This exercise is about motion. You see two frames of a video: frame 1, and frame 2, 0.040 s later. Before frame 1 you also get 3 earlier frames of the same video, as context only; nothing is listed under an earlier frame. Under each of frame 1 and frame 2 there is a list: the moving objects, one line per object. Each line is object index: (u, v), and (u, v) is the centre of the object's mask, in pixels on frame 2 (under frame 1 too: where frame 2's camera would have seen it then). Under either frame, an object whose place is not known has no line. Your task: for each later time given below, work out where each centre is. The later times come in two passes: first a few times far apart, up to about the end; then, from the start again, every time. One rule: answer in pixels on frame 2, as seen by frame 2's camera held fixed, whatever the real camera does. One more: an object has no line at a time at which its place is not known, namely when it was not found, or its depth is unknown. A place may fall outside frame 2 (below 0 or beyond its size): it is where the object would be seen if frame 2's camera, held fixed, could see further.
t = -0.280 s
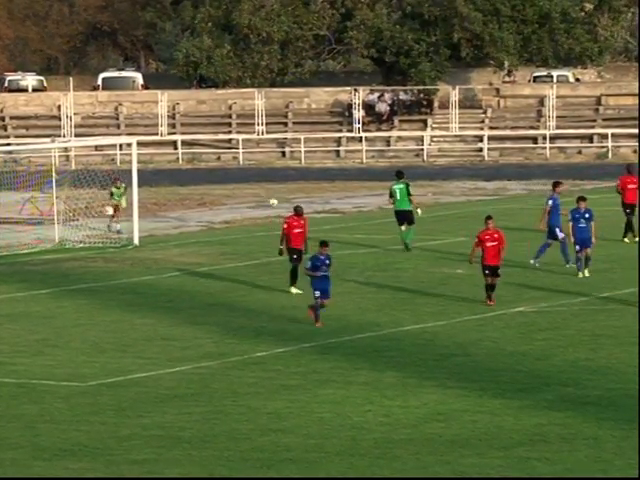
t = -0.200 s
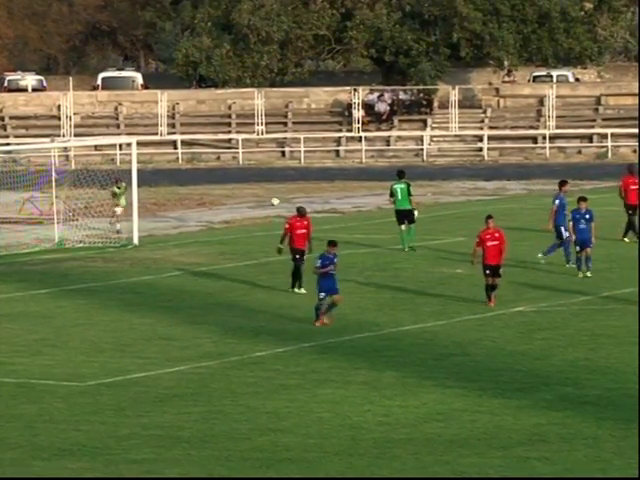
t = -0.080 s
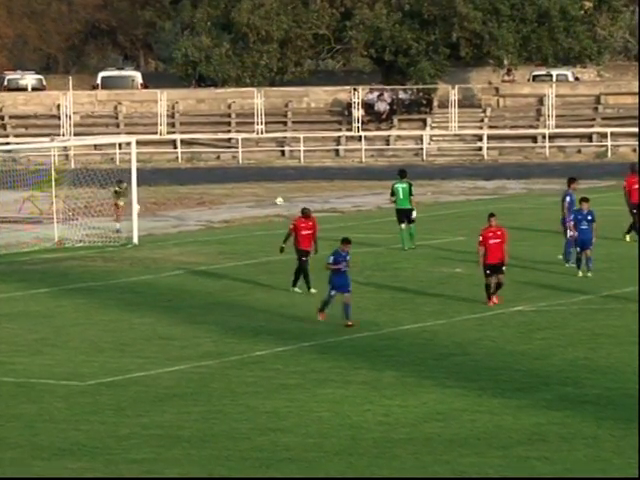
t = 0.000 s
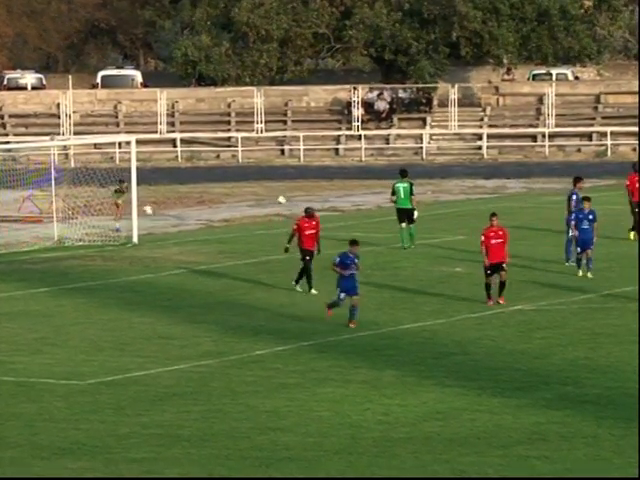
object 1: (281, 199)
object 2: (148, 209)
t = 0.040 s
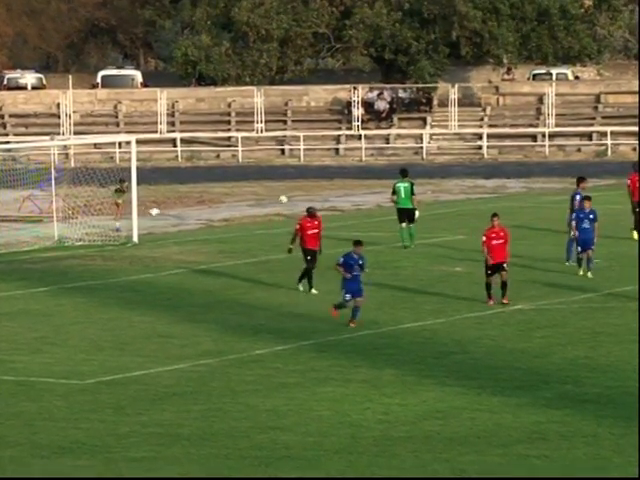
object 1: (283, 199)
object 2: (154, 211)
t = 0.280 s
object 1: (291, 198)
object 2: (189, 228)
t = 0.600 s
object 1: (301, 197)
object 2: (218, 228)
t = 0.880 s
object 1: (309, 196)
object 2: (245, 231)
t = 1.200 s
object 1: (318, 195)
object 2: (274, 236)
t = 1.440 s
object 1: (325, 195)
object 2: (295, 238)
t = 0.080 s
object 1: (284, 199)
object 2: (160, 214)
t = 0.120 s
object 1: (285, 199)
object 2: (166, 218)
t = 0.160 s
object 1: (287, 198)
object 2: (173, 222)
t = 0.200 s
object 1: (288, 199)
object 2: (179, 228)
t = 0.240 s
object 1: (289, 199)
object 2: (185, 231)
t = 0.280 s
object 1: (291, 198)
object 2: (189, 228)
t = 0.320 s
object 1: (293, 198)
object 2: (192, 225)
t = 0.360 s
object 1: (294, 198)
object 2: (195, 224)
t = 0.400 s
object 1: (294, 198)
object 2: (199, 223)
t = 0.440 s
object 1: (296, 198)
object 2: (203, 222)
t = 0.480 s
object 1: (297, 197)
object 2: (207, 223)
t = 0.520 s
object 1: (298, 197)
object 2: (211, 224)
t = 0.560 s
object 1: (299, 198)
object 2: (214, 226)
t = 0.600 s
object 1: (301, 197)
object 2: (218, 228)
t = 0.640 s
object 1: (302, 197)
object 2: (222, 231)
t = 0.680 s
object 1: (303, 197)
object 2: (226, 234)
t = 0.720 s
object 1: (304, 196)
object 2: (230, 233)
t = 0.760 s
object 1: (306, 196)
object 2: (234, 231)
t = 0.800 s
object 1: (307, 197)
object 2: (237, 231)
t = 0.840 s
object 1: (308, 196)
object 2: (241, 230)
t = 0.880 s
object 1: (309, 196)
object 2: (245, 231)
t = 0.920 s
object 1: (311, 196)
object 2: (249, 233)
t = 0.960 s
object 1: (312, 196)
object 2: (252, 234)
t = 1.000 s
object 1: (313, 195)
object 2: (256, 236)
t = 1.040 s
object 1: (314, 195)
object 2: (260, 236)
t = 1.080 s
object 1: (315, 195)
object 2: (264, 234)
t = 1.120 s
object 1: (316, 195)
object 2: (268, 235)
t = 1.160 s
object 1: (317, 195)
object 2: (271, 235)
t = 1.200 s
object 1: (318, 195)
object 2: (274, 236)
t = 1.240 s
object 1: (320, 195)
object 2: (278, 238)
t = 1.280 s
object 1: (321, 195)
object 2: (282, 238)
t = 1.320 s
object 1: (322, 195)
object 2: (285, 237)
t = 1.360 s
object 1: (323, 195)
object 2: (288, 237)
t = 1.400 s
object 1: (324, 195)
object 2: (292, 237)
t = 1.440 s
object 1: (325, 195)
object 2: (295, 238)
